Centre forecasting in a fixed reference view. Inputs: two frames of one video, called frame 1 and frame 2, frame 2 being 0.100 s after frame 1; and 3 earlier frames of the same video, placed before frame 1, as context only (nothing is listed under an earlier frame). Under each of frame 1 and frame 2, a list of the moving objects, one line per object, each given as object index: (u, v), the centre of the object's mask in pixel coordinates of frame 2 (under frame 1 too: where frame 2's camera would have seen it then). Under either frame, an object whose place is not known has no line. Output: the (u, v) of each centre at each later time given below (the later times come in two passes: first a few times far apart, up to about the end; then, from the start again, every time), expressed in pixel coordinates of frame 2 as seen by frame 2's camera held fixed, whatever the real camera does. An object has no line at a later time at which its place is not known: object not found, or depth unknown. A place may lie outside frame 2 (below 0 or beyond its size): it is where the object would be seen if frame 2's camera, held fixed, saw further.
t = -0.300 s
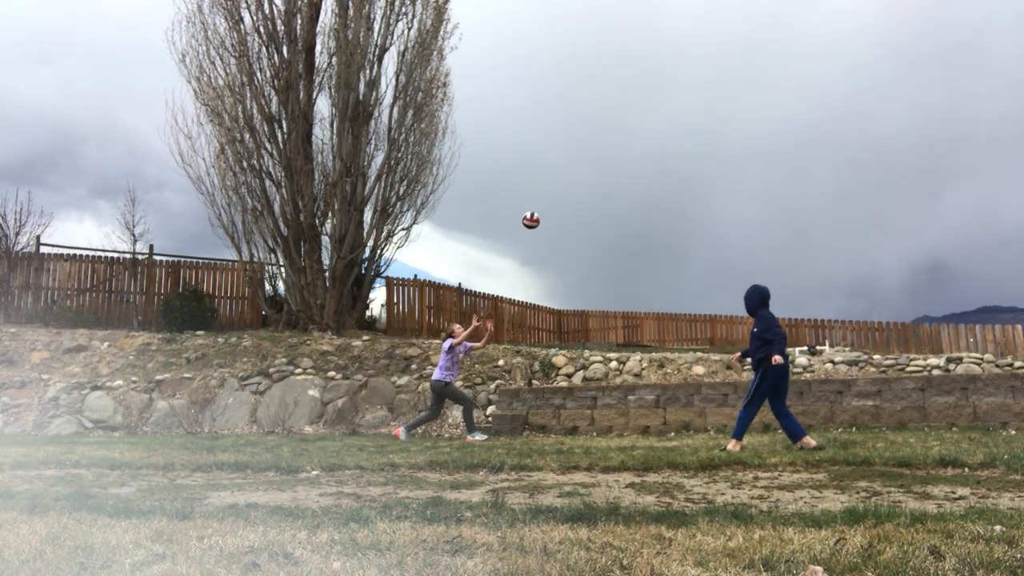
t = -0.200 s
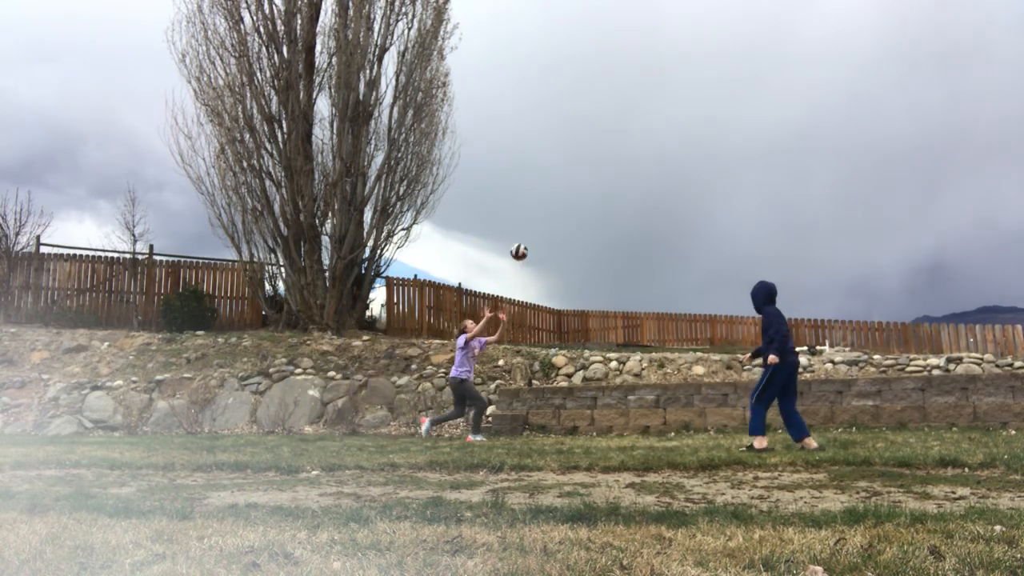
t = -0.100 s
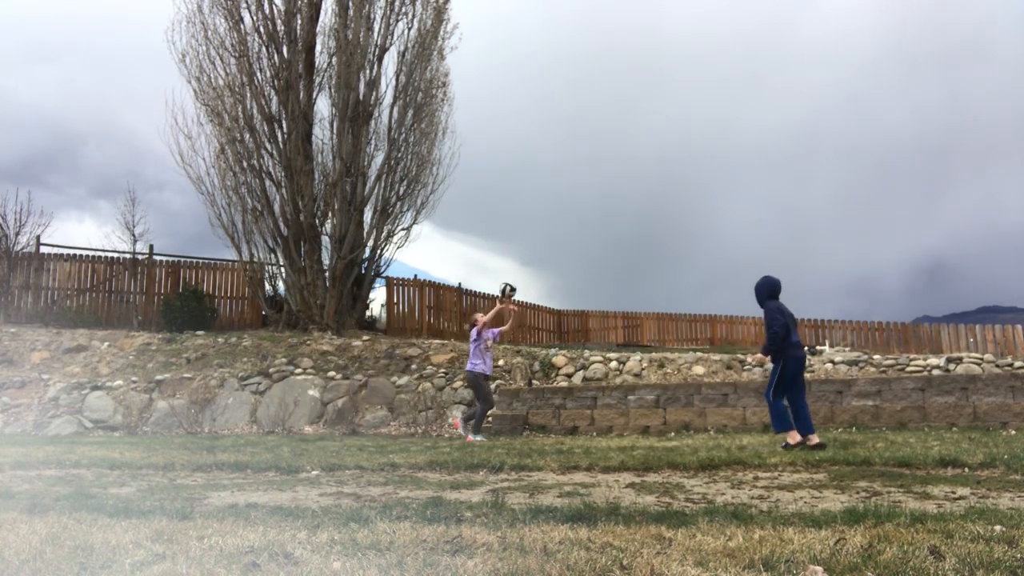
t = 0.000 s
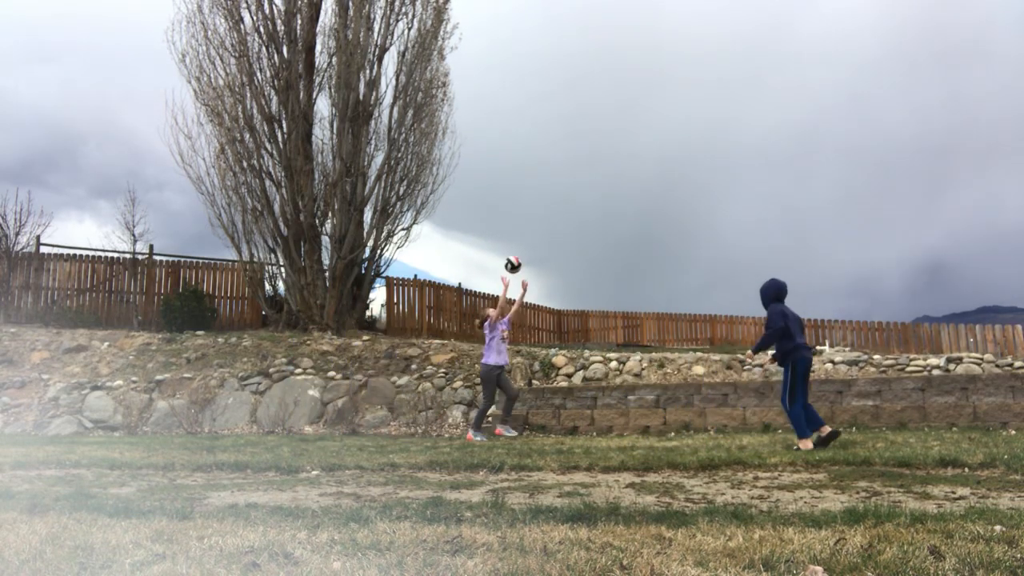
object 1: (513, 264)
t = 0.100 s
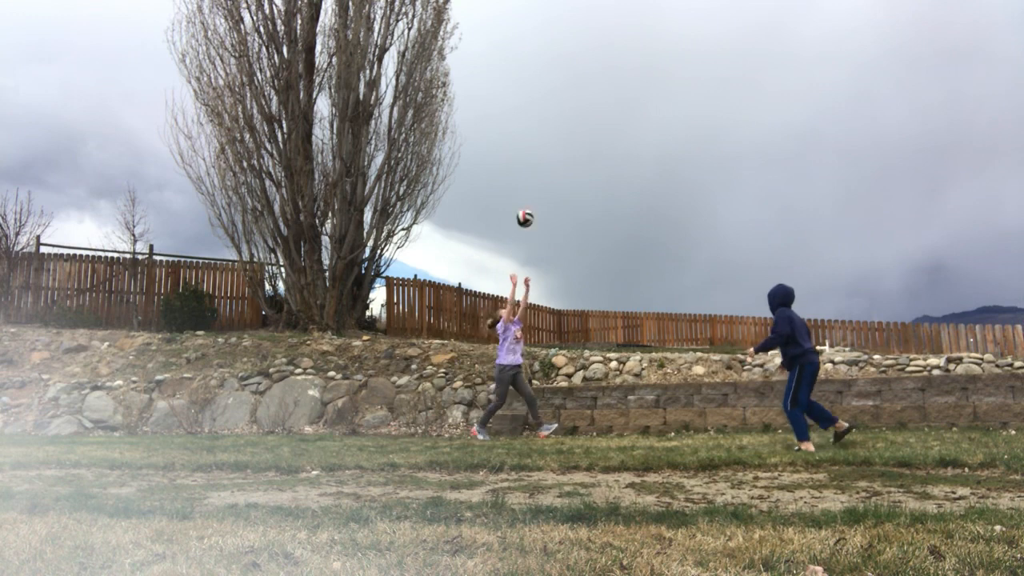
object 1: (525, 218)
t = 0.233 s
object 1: (540, 171)
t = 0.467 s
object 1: (569, 123)
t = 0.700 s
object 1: (598, 118)
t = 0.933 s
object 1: (627, 159)
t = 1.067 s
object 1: (644, 202)
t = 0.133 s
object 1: (528, 205)
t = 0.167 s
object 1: (532, 193)
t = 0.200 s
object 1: (537, 181)
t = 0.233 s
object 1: (540, 171)
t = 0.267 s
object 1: (544, 161)
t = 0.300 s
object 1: (548, 153)
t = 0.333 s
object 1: (553, 145)
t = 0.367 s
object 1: (557, 138)
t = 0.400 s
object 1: (560, 132)
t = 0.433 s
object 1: (565, 128)
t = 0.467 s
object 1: (569, 123)
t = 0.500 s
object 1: (573, 120)
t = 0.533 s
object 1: (577, 117)
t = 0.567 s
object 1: (581, 116)
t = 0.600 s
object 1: (585, 115)
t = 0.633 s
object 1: (589, 116)
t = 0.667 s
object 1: (594, 117)
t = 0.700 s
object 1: (598, 118)
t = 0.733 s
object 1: (602, 122)
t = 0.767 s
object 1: (606, 125)
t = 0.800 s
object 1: (610, 130)
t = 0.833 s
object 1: (615, 136)
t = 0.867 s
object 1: (619, 143)
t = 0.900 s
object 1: (623, 150)
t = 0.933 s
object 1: (627, 159)
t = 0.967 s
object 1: (632, 168)
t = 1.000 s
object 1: (636, 178)
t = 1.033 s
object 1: (640, 190)
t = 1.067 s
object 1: (644, 202)
